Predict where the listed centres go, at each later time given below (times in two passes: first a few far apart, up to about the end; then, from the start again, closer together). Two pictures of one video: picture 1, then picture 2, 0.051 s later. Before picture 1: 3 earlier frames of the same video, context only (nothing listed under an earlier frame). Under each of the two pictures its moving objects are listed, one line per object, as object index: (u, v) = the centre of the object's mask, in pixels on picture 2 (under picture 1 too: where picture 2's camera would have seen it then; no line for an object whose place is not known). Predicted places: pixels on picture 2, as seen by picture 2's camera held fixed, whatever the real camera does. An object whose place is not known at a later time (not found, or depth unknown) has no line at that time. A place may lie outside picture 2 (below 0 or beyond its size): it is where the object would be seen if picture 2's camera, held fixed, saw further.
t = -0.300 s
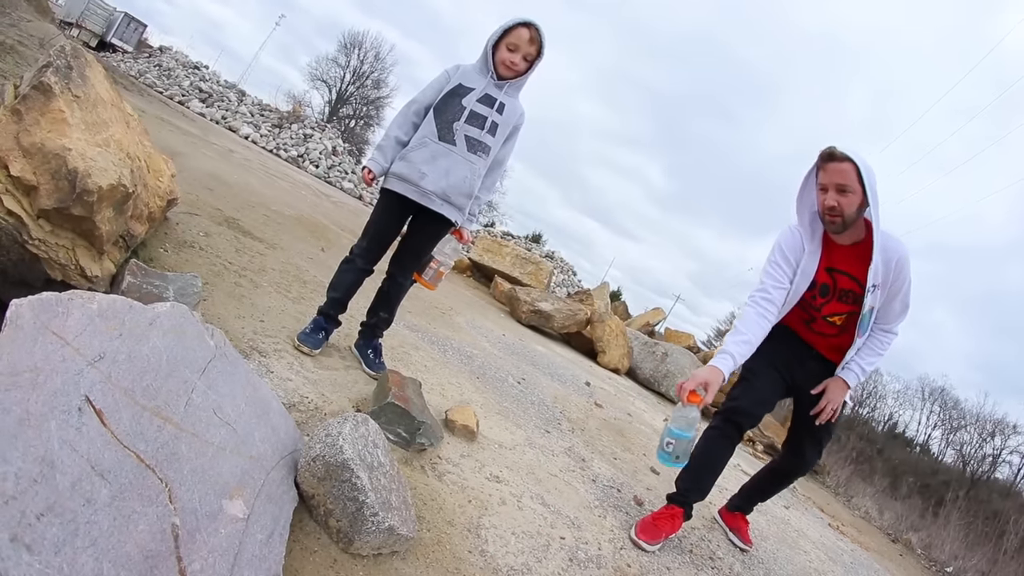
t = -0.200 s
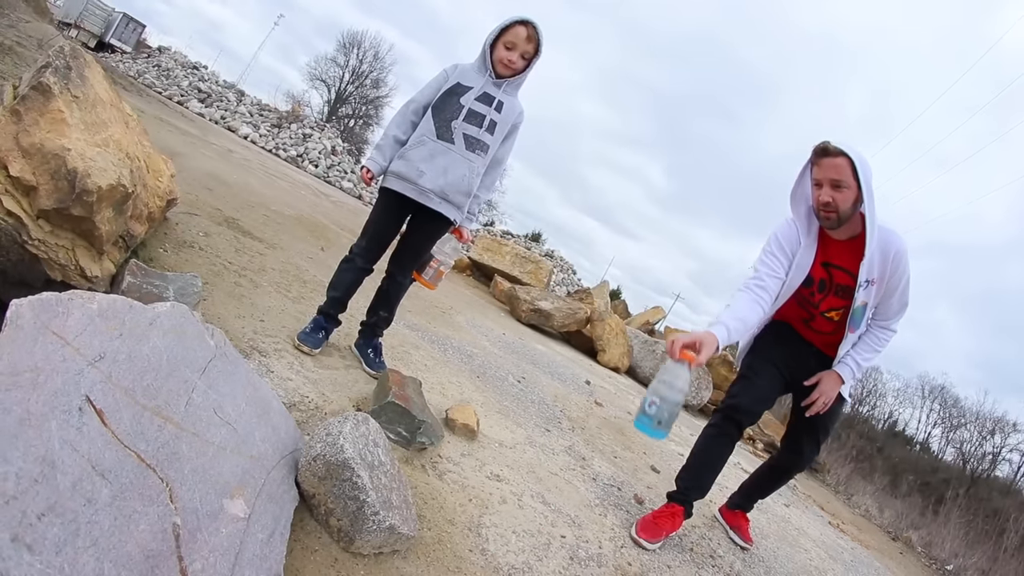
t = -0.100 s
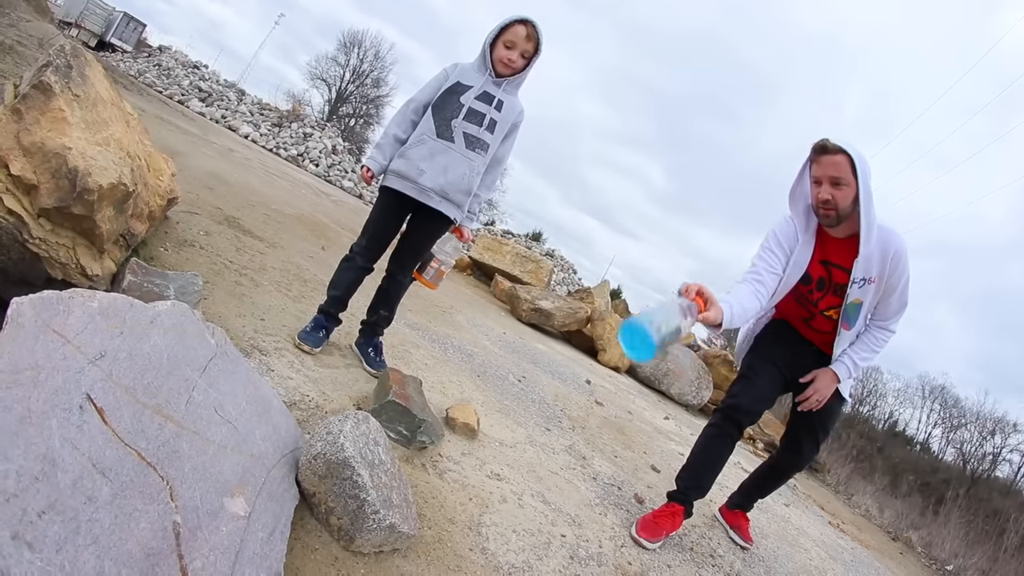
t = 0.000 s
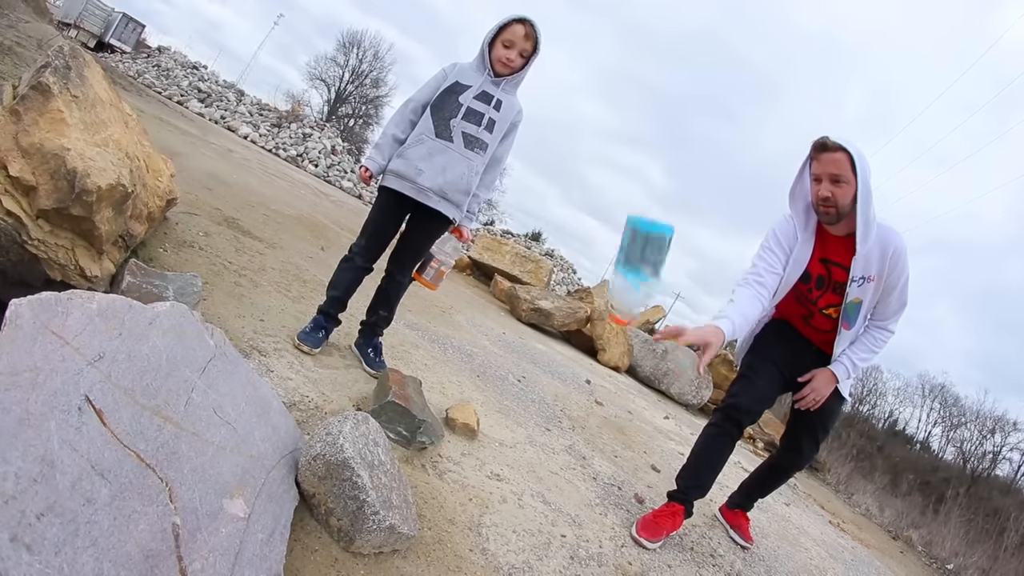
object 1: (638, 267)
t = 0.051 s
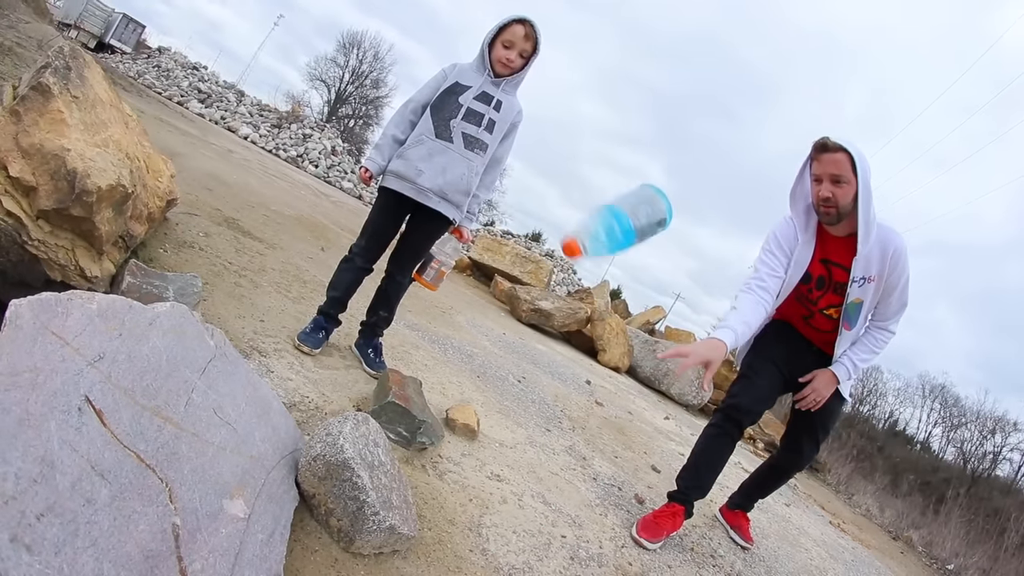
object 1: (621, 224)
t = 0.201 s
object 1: (539, 182)
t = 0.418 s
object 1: (297, 376)
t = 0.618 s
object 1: (314, 395)
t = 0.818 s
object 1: (315, 395)
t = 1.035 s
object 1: (315, 395)
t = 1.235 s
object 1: (315, 395)
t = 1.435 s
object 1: (315, 395)
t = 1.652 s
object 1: (315, 395)
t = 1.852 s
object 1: (315, 395)
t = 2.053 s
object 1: (315, 395)
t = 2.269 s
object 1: (315, 395)
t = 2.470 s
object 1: (315, 395)
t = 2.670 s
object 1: (315, 395)
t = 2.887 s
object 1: (315, 395)
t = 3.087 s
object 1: (315, 395)
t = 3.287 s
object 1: (315, 395)
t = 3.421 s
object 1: (315, 395)
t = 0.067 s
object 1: (615, 213)
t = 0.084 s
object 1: (608, 203)
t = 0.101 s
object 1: (601, 195)
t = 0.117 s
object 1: (594, 189)
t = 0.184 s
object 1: (552, 181)
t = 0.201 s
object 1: (539, 182)
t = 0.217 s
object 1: (525, 187)
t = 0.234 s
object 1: (509, 193)
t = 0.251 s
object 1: (492, 202)
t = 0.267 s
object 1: (473, 212)
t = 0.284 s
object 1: (453, 225)
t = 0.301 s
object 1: (432, 240)
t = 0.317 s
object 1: (409, 259)
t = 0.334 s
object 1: (386, 278)
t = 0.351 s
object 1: (363, 299)
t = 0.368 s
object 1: (339, 323)
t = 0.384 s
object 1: (314, 349)
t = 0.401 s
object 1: (291, 374)
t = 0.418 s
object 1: (297, 376)
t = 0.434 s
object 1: (302, 383)
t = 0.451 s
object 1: (307, 387)
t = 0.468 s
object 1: (311, 394)
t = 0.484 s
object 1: (313, 394)
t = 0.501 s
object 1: (315, 394)
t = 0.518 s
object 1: (313, 394)
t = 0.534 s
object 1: (314, 395)
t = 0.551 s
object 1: (314, 395)
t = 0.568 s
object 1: (314, 395)
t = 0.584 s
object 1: (313, 395)
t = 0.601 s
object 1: (314, 395)
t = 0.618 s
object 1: (314, 395)
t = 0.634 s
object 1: (315, 395)
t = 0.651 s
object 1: (315, 395)
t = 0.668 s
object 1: (315, 395)
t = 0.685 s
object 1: (315, 395)
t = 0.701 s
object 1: (315, 395)
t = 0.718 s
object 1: (315, 395)
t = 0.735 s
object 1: (315, 395)
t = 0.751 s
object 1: (315, 395)
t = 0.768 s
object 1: (315, 395)
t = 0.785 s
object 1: (315, 395)
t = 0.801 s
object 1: (315, 395)
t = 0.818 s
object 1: (315, 395)
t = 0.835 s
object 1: (315, 395)
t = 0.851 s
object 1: (315, 395)
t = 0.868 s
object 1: (315, 395)
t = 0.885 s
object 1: (315, 395)
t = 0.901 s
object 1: (315, 395)
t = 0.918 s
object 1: (315, 395)
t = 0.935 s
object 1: (315, 395)
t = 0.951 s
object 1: (315, 395)
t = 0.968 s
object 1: (315, 395)
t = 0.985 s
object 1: (315, 395)
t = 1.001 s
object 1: (315, 395)
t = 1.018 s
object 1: (315, 395)
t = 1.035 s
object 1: (315, 395)
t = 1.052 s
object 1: (315, 395)
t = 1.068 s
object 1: (315, 395)
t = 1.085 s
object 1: (315, 395)
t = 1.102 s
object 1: (315, 395)
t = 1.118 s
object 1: (315, 395)
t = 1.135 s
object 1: (315, 395)
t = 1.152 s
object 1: (315, 395)
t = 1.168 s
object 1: (315, 395)
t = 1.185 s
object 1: (315, 395)
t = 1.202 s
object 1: (315, 395)
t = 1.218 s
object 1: (315, 395)
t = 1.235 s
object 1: (315, 395)
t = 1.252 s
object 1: (315, 395)
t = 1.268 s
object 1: (315, 395)
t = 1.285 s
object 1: (315, 395)
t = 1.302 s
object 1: (315, 395)
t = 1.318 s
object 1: (315, 395)
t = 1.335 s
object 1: (315, 395)
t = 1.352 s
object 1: (315, 395)
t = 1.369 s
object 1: (315, 395)
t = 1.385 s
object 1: (315, 395)
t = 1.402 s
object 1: (315, 395)
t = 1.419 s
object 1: (315, 395)
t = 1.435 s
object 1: (315, 395)
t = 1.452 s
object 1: (315, 395)
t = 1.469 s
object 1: (315, 395)
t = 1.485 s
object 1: (315, 395)
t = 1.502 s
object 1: (315, 395)
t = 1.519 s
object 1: (315, 395)
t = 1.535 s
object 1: (315, 395)
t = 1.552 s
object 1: (315, 395)
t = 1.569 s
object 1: (315, 395)
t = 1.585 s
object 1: (315, 395)
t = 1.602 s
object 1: (315, 395)
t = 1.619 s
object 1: (315, 395)
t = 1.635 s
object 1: (315, 395)
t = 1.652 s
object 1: (315, 395)
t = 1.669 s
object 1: (315, 395)
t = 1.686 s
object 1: (315, 395)
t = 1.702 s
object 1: (315, 395)
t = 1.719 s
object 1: (315, 395)
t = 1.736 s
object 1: (315, 395)
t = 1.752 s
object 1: (315, 395)
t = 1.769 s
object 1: (315, 395)
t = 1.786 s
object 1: (315, 395)
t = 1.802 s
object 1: (315, 395)
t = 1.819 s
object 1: (315, 395)
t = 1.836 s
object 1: (315, 395)
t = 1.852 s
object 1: (315, 395)
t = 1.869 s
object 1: (315, 395)
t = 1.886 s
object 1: (315, 395)
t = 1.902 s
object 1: (315, 395)
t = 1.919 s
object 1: (315, 395)
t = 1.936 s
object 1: (315, 395)
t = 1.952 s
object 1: (315, 395)
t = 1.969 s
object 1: (315, 395)
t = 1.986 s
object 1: (315, 395)
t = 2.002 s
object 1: (315, 395)
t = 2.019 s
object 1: (315, 395)
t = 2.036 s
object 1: (315, 395)
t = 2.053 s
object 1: (315, 395)
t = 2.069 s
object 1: (315, 395)
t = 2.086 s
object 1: (315, 395)
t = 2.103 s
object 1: (315, 395)
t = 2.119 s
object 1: (315, 395)
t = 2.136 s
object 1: (315, 395)
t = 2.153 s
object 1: (315, 395)
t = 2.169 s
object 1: (315, 395)
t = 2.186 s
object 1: (315, 395)
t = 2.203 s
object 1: (315, 395)
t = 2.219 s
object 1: (315, 395)
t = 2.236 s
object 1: (315, 395)
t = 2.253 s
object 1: (315, 395)
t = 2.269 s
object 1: (315, 395)
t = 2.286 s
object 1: (315, 395)
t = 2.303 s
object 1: (315, 395)
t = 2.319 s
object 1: (315, 395)
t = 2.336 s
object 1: (315, 395)
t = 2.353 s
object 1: (315, 395)
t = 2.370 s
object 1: (315, 395)
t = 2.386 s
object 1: (315, 395)
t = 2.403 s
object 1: (315, 395)
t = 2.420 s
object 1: (315, 395)
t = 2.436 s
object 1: (315, 395)
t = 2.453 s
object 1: (315, 395)
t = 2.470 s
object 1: (315, 395)
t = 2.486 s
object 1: (315, 395)
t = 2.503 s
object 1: (315, 395)
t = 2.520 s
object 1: (315, 395)
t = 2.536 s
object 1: (315, 395)
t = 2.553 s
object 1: (315, 395)
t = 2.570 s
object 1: (315, 395)
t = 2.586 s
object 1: (315, 395)
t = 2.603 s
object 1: (315, 395)
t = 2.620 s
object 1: (315, 395)
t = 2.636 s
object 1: (315, 395)
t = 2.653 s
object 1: (315, 395)
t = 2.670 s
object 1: (315, 395)
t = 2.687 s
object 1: (315, 395)
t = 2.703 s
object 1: (315, 395)
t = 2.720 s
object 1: (315, 395)
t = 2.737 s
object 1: (315, 395)
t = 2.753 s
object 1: (315, 395)
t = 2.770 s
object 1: (315, 395)
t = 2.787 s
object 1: (315, 395)
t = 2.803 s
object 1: (315, 395)
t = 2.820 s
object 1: (315, 395)
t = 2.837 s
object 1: (315, 395)
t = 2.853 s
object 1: (315, 395)
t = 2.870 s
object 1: (315, 395)
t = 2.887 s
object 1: (315, 395)
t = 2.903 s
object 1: (315, 395)
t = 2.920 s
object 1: (315, 395)
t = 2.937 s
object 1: (315, 395)
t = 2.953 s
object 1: (315, 395)
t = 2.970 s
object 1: (315, 395)
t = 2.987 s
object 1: (315, 395)
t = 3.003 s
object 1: (315, 395)
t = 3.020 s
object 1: (315, 395)
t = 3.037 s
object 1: (315, 395)
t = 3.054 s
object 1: (315, 395)
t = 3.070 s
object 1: (315, 395)
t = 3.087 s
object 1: (315, 395)
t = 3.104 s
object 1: (315, 395)
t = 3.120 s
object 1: (315, 395)
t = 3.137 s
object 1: (315, 395)
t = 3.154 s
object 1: (315, 395)
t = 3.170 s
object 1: (315, 395)
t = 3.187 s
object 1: (315, 395)
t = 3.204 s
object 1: (315, 395)
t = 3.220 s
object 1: (315, 395)
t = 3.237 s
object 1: (315, 395)
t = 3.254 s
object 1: (315, 395)
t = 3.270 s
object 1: (315, 395)
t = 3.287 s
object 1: (315, 395)
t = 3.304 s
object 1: (315, 395)
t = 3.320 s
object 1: (315, 395)
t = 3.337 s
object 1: (315, 395)
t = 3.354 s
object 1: (315, 395)
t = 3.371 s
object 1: (315, 395)
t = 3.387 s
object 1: (315, 395)
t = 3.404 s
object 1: (315, 395)
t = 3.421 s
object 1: (315, 395)
